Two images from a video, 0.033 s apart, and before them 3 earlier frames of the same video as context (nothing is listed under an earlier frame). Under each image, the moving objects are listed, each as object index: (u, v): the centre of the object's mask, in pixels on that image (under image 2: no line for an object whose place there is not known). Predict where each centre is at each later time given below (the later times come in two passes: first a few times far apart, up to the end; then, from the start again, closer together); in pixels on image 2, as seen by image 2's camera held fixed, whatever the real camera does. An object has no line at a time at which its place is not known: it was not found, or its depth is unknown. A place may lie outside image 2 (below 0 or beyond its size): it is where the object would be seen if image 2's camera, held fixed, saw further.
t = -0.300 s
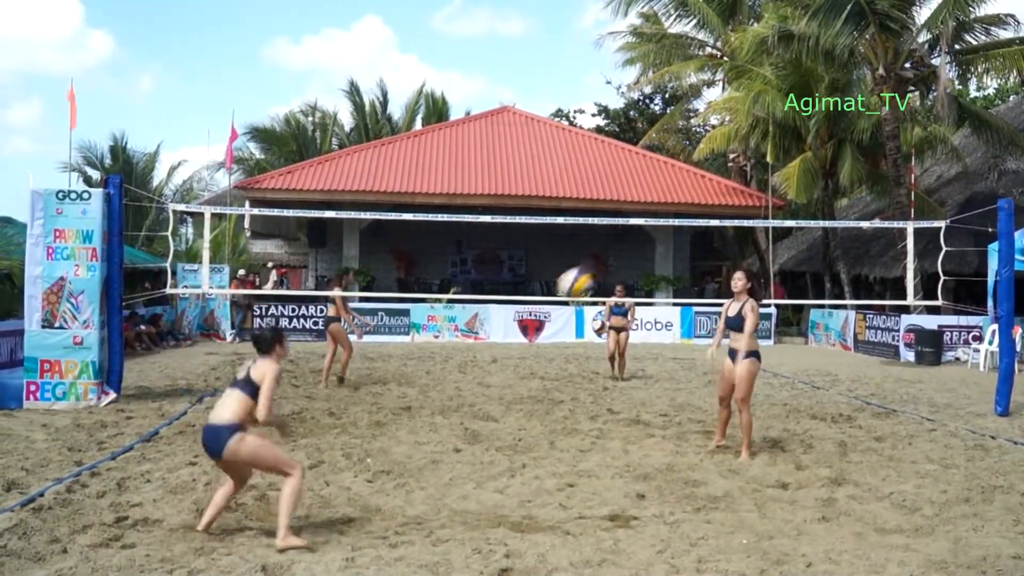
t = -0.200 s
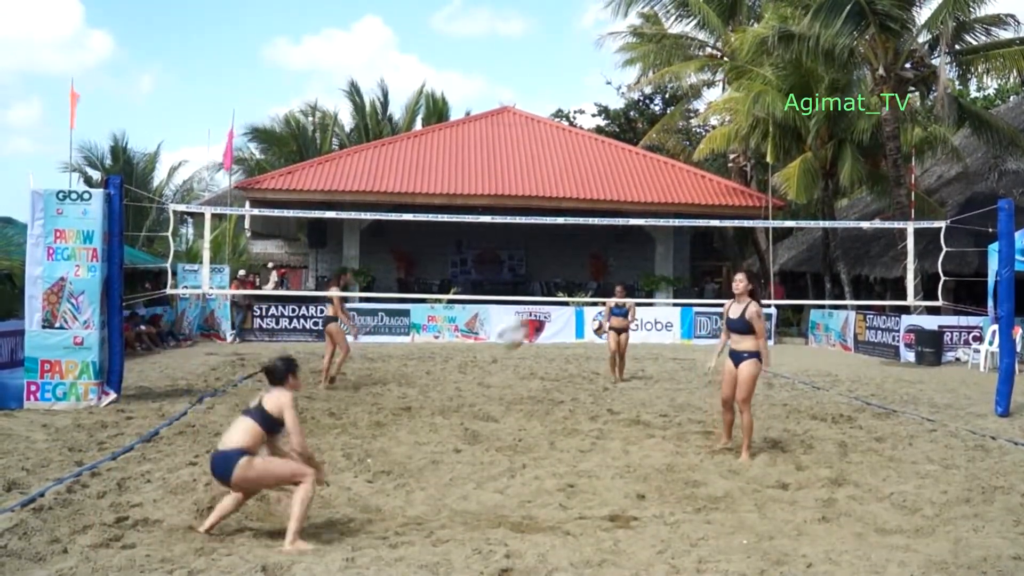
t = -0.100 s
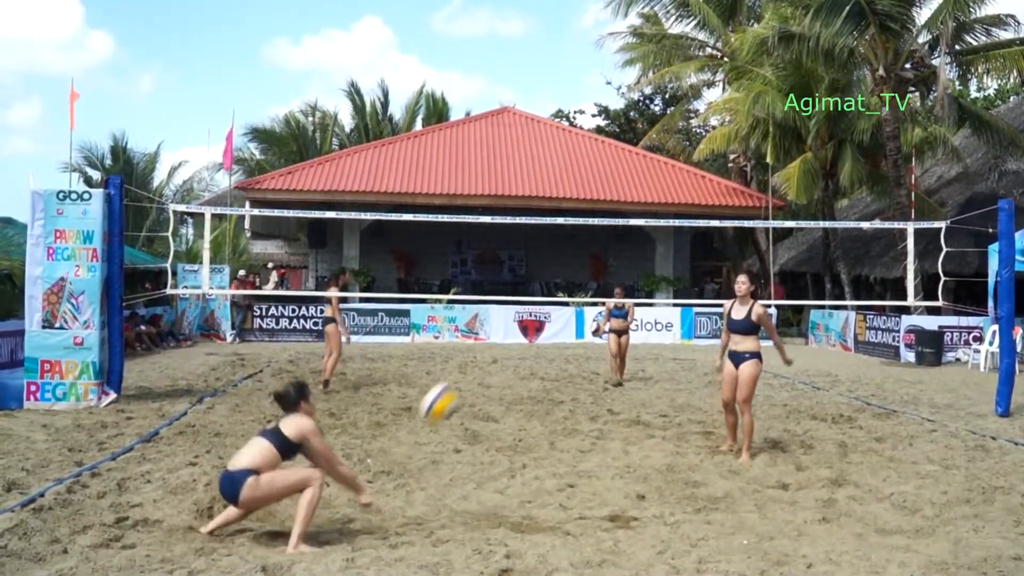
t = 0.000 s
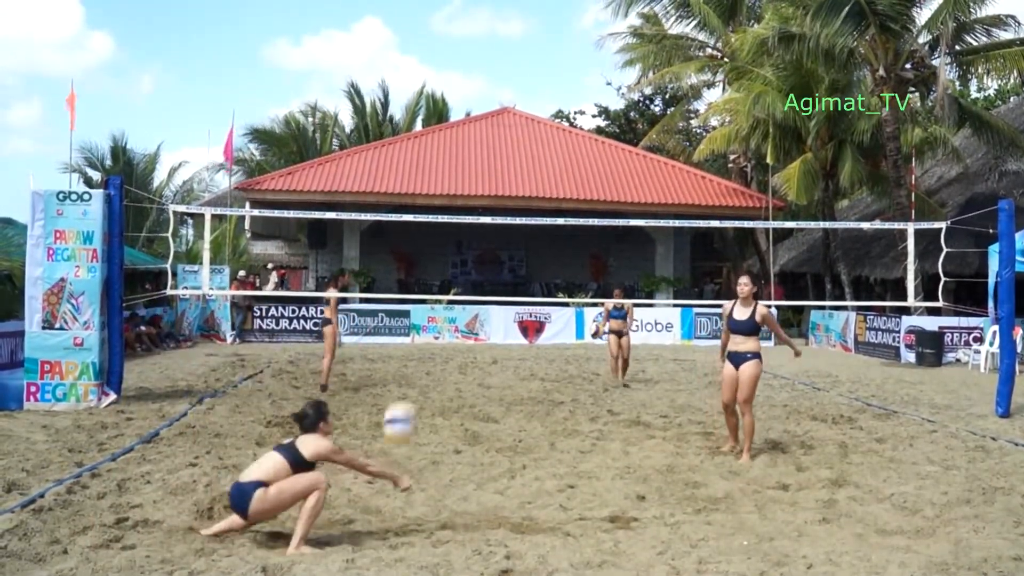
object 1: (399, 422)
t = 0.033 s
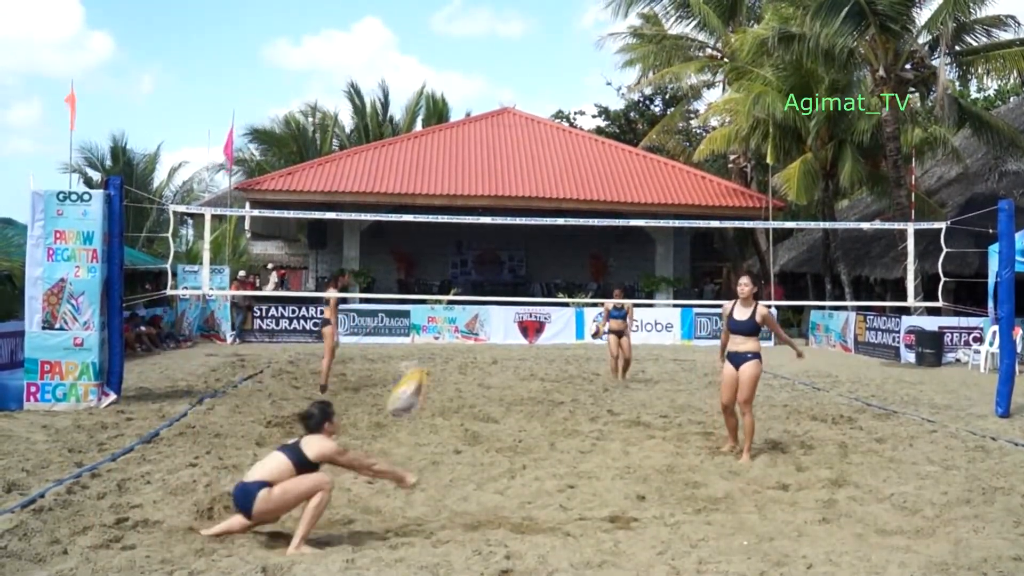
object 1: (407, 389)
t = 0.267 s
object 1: (467, 195)
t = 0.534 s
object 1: (542, 58)
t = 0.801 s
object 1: (617, 42)
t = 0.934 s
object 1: (657, 87)
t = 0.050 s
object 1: (410, 373)
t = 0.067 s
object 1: (416, 357)
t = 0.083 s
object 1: (419, 344)
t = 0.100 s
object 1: (425, 325)
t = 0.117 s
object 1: (430, 309)
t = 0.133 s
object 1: (437, 287)
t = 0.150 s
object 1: (441, 276)
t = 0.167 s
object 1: (443, 271)
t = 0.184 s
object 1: (448, 257)
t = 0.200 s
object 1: (453, 241)
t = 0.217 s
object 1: (456, 231)
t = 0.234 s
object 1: (460, 219)
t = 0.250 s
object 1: (464, 204)
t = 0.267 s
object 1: (467, 195)
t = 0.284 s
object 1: (473, 182)
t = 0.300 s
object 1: (478, 169)
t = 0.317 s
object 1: (483, 154)
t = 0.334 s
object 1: (487, 149)
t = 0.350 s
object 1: (491, 139)
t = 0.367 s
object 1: (495, 129)
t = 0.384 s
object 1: (501, 122)
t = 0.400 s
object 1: (507, 113)
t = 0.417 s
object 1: (511, 102)
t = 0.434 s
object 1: (515, 95)
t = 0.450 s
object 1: (518, 88)
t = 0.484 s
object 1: (527, 76)
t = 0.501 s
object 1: (532, 68)
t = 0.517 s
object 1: (537, 62)
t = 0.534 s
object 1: (542, 58)
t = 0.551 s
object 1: (546, 52)
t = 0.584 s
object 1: (554, 45)
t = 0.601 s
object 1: (558, 42)
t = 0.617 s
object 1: (565, 38)
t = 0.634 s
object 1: (569, 37)
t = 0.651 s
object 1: (573, 35)
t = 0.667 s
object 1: (578, 34)
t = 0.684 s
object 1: (584, 32)
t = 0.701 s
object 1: (589, 33)
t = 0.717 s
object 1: (592, 32)
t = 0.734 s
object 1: (595, 33)
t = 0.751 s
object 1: (599, 33)
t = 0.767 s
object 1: (606, 36)
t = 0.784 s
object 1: (611, 39)
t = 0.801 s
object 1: (617, 42)
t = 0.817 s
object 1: (620, 44)
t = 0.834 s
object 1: (625, 49)
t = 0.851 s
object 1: (630, 53)
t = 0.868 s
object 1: (635, 58)
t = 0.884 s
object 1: (640, 64)
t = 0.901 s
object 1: (646, 73)
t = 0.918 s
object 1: (653, 82)
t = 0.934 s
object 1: (657, 87)
